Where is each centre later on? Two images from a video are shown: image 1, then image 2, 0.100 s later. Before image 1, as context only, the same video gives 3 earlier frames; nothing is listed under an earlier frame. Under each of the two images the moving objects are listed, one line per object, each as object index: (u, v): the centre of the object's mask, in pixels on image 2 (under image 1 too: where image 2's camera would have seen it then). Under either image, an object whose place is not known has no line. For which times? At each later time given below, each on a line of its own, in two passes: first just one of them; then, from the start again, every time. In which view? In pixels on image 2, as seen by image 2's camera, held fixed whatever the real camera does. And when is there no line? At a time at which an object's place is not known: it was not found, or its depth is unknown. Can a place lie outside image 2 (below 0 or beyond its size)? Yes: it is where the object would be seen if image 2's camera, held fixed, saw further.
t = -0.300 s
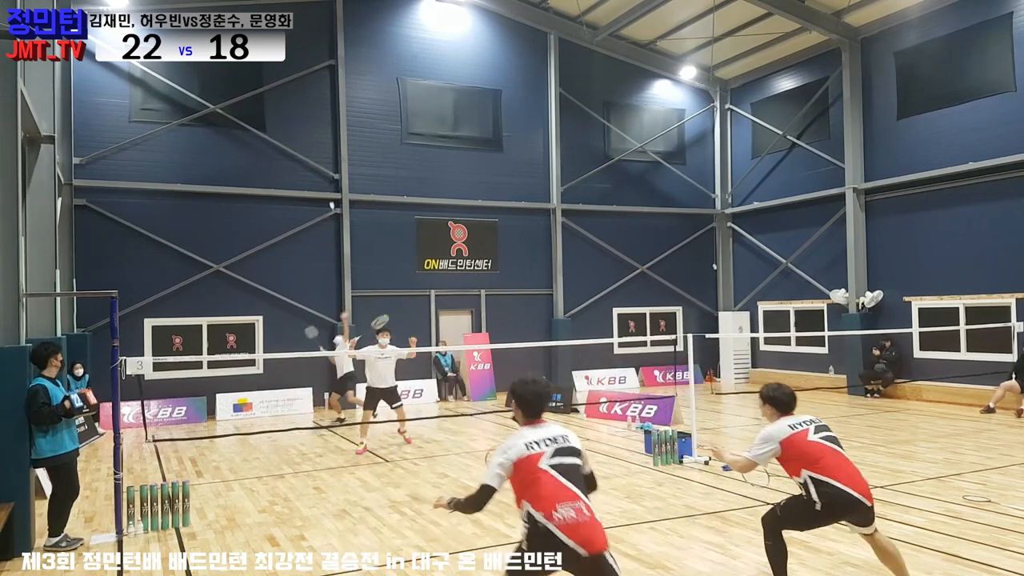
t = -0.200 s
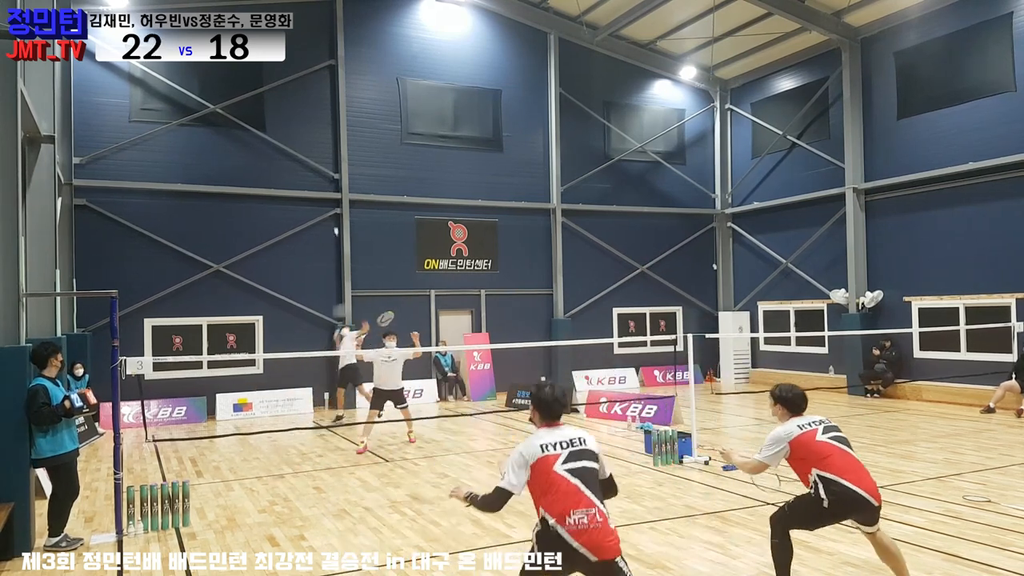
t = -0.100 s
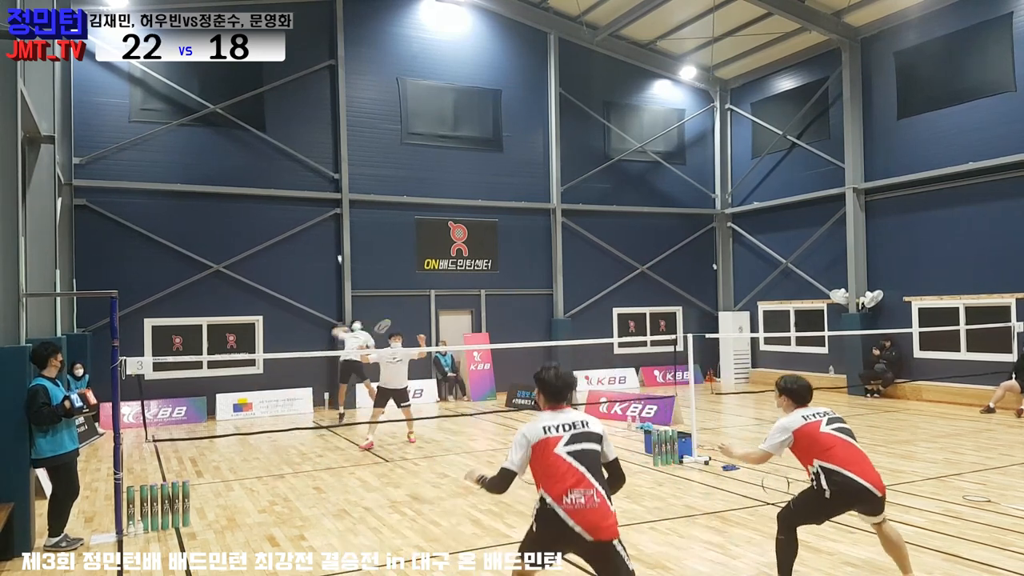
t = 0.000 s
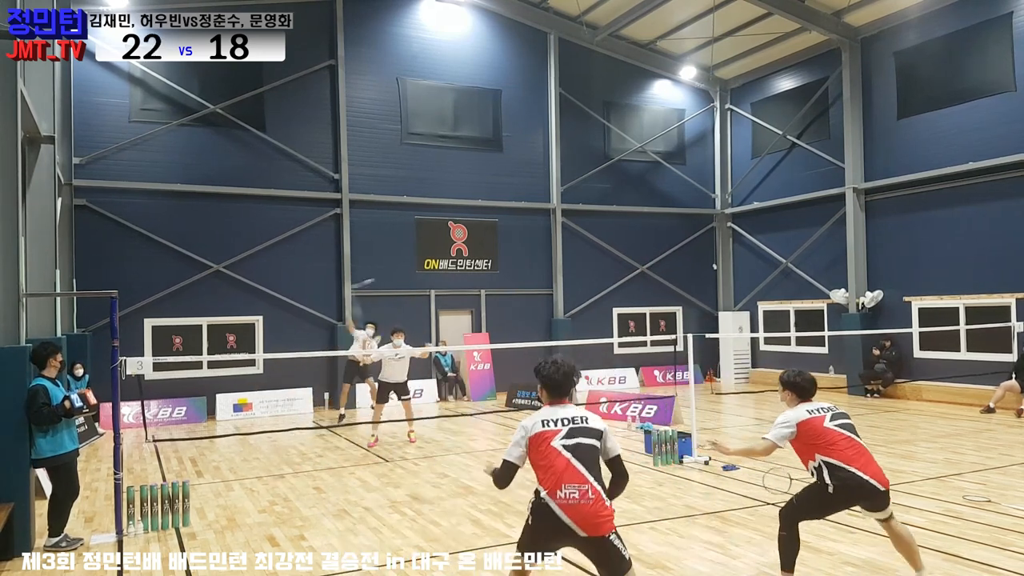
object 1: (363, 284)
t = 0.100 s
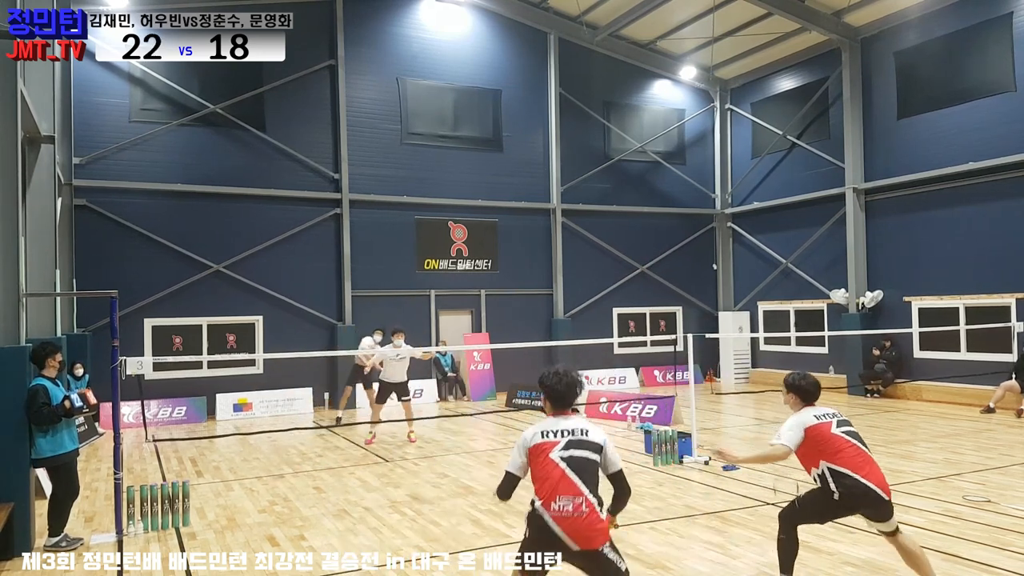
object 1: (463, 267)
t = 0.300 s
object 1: (608, 264)
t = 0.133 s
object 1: (493, 264)
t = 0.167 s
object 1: (516, 262)
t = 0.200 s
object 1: (540, 261)
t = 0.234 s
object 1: (564, 261)
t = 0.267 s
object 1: (586, 262)
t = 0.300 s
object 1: (608, 264)
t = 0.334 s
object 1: (630, 268)
